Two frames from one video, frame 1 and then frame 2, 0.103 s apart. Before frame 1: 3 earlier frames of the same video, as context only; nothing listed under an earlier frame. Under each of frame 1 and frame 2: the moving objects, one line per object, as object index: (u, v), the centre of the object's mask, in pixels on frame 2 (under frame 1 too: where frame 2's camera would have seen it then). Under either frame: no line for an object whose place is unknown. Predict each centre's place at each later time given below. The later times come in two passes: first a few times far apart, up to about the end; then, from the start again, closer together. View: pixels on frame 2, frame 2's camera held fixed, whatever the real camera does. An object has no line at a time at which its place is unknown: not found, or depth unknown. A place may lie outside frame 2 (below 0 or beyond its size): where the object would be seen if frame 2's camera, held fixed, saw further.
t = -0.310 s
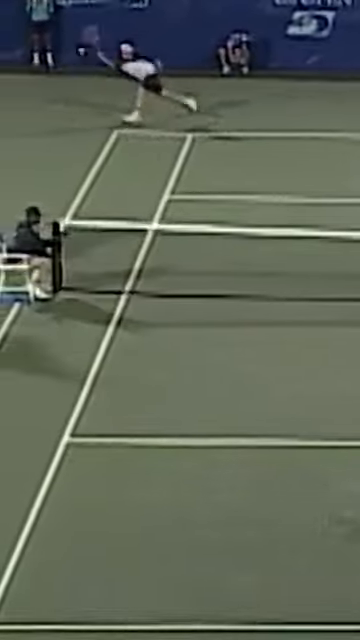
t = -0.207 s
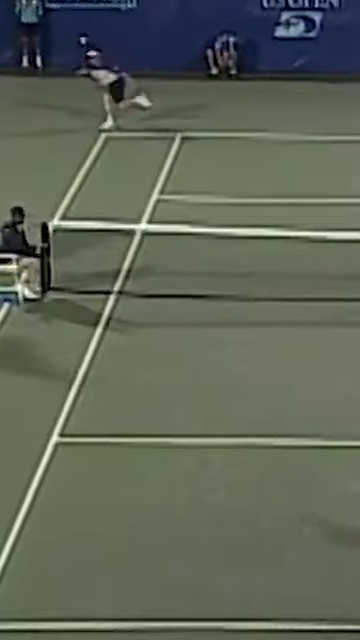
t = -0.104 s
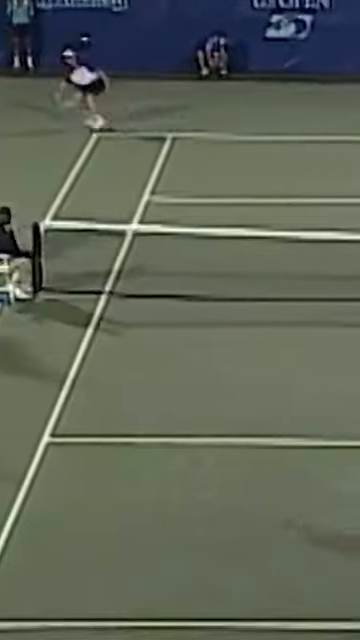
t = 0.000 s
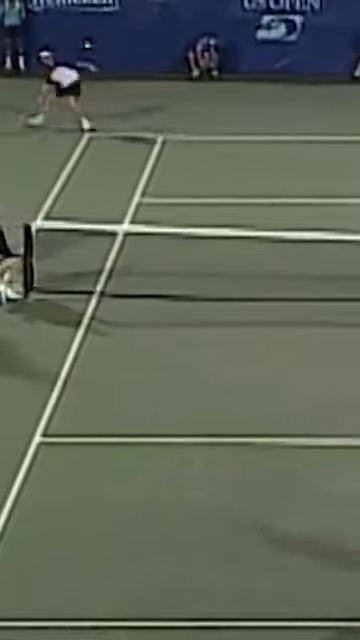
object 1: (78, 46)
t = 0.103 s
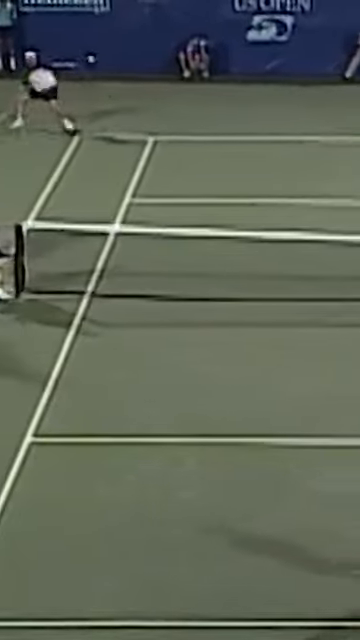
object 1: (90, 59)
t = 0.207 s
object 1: (102, 81)
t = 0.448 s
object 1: (135, 165)
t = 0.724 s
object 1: (177, 338)
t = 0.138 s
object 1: (95, 66)
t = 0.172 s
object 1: (98, 73)
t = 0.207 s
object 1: (102, 81)
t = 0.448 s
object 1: (135, 165)
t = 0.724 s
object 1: (177, 338)
